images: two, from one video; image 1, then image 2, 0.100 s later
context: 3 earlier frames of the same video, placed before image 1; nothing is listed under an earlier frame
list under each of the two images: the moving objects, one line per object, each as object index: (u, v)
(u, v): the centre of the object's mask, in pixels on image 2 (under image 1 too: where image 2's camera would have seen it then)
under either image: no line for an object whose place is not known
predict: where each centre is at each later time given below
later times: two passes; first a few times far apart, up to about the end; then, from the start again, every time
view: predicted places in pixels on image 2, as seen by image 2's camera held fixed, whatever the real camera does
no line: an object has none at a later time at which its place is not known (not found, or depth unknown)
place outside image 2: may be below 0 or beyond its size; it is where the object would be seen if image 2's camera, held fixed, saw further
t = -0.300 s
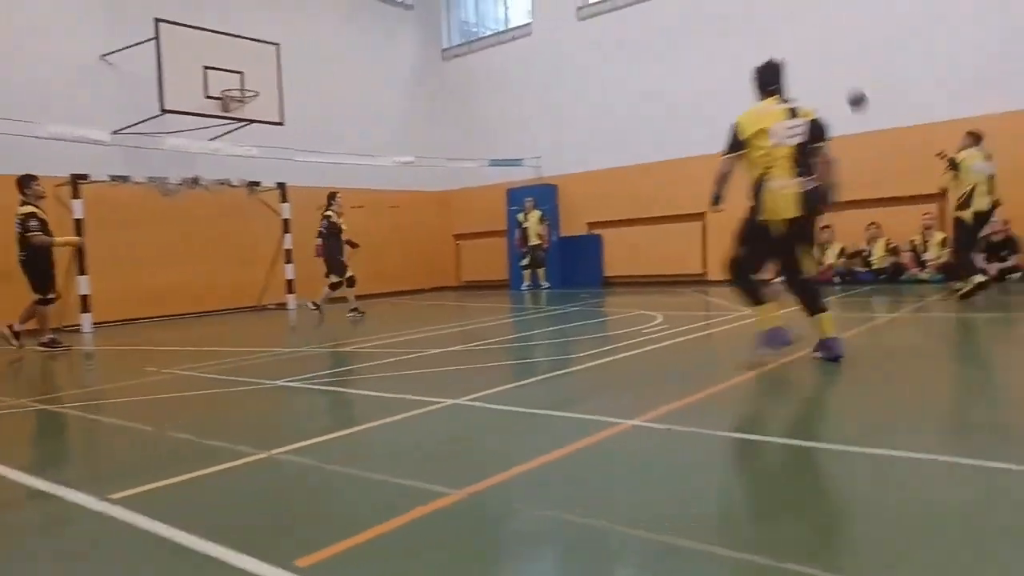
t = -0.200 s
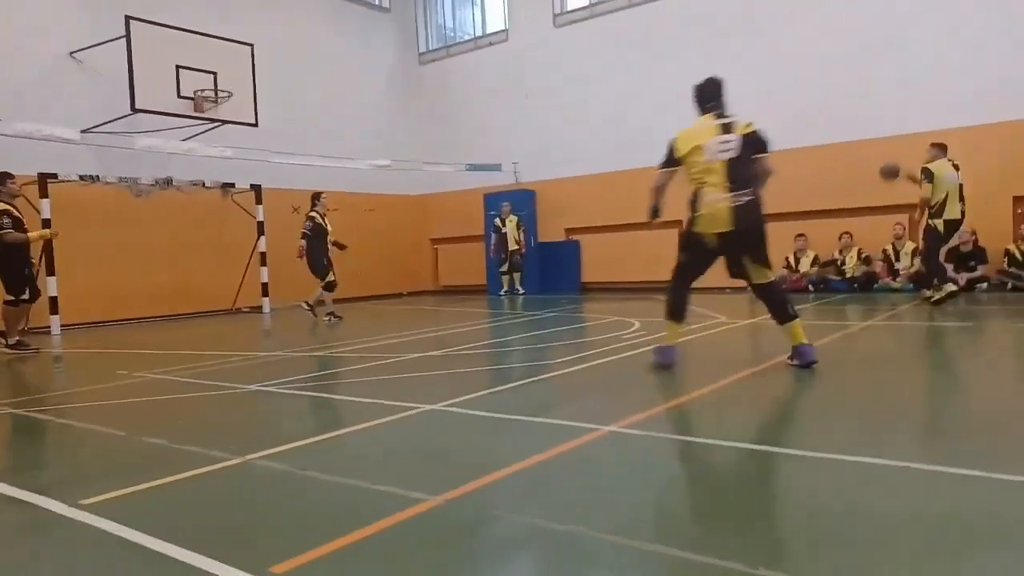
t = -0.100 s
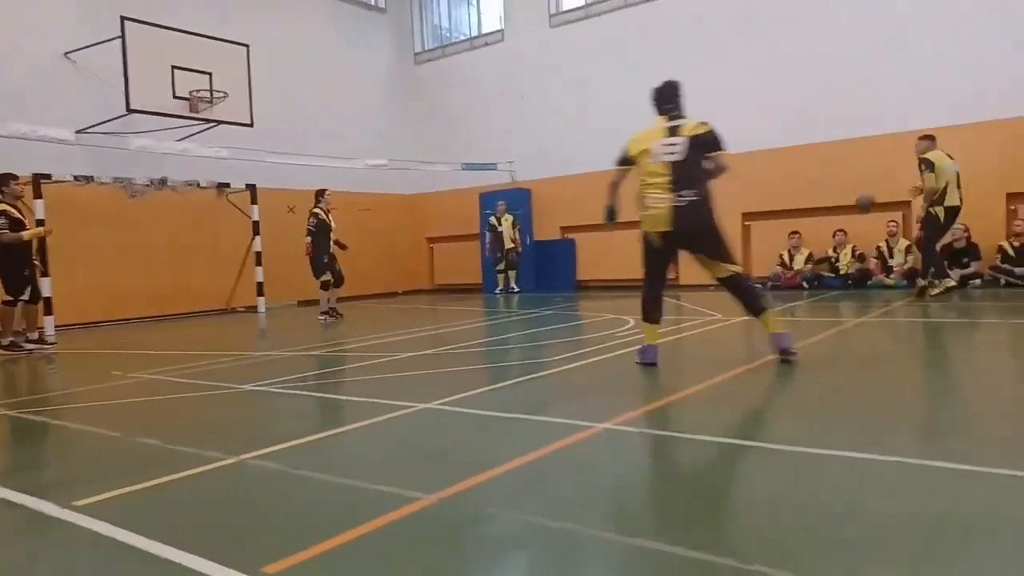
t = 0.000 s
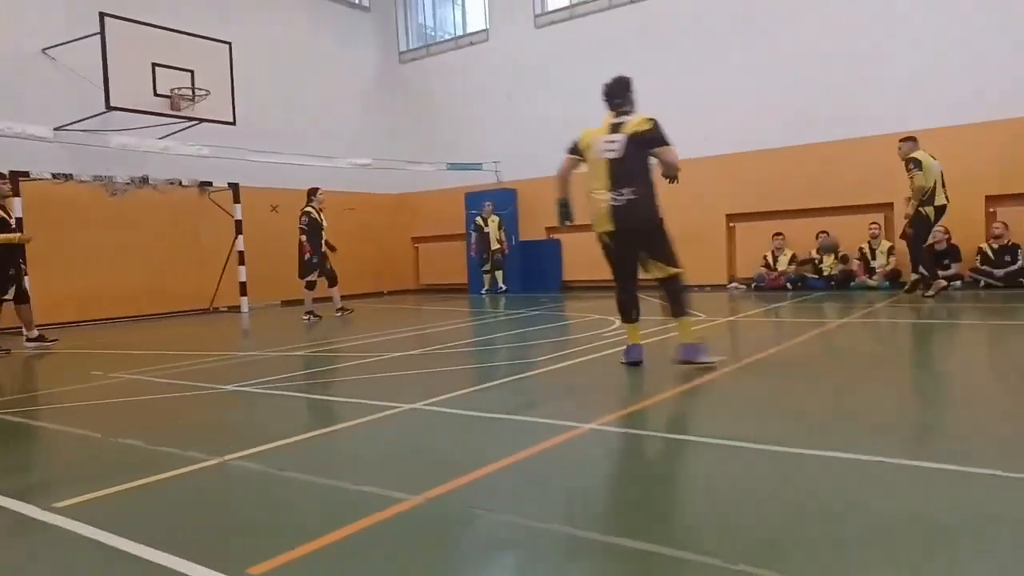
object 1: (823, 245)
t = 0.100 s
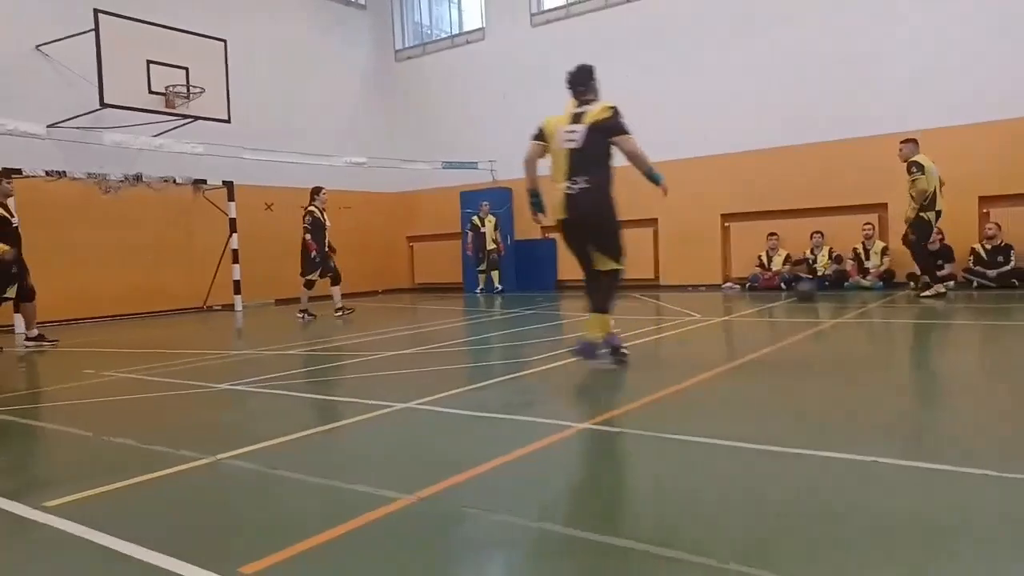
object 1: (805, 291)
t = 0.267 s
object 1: (781, 231)
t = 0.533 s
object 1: (743, 178)
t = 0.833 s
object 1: (706, 186)
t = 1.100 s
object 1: (676, 253)
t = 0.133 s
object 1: (800, 276)
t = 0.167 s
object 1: (796, 265)
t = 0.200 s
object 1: (791, 255)
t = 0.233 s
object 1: (787, 241)
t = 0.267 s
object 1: (781, 231)
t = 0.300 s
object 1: (775, 220)
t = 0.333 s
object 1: (771, 213)
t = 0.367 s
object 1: (766, 204)
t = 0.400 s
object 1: (761, 198)
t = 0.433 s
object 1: (757, 191)
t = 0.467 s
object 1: (752, 186)
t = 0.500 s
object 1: (747, 182)
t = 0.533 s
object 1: (743, 178)
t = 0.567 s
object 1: (739, 175)
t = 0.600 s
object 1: (734, 174)
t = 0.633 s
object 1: (730, 173)
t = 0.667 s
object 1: (726, 173)
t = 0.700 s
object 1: (722, 174)
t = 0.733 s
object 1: (718, 175)
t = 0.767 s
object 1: (714, 178)
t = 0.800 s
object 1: (710, 181)
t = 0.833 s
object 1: (706, 186)
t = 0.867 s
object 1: (702, 191)
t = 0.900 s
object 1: (698, 197)
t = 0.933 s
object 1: (694, 205)
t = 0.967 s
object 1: (691, 213)
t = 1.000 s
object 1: (687, 222)
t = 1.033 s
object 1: (684, 232)
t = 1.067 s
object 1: (680, 242)
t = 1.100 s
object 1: (676, 253)
